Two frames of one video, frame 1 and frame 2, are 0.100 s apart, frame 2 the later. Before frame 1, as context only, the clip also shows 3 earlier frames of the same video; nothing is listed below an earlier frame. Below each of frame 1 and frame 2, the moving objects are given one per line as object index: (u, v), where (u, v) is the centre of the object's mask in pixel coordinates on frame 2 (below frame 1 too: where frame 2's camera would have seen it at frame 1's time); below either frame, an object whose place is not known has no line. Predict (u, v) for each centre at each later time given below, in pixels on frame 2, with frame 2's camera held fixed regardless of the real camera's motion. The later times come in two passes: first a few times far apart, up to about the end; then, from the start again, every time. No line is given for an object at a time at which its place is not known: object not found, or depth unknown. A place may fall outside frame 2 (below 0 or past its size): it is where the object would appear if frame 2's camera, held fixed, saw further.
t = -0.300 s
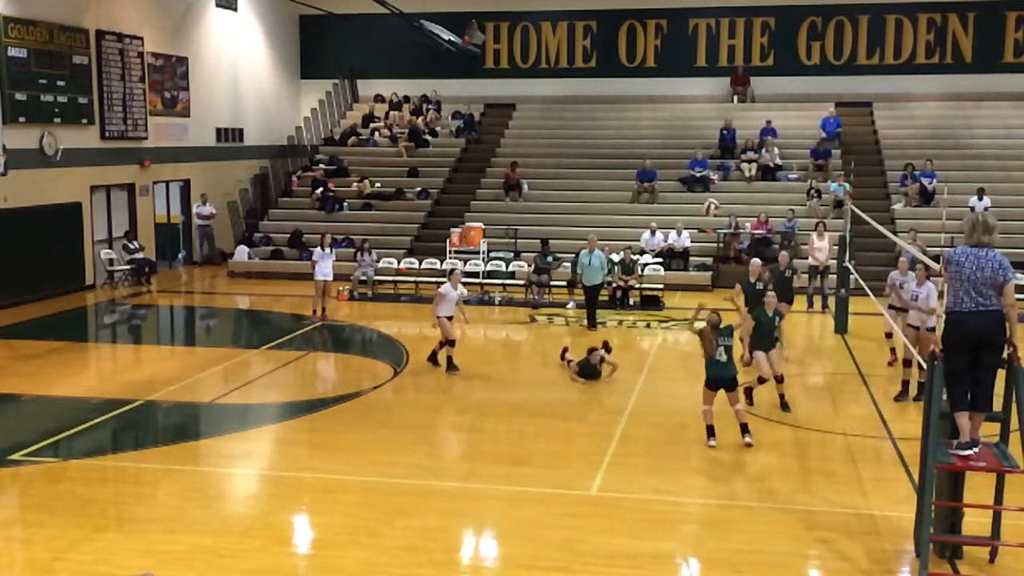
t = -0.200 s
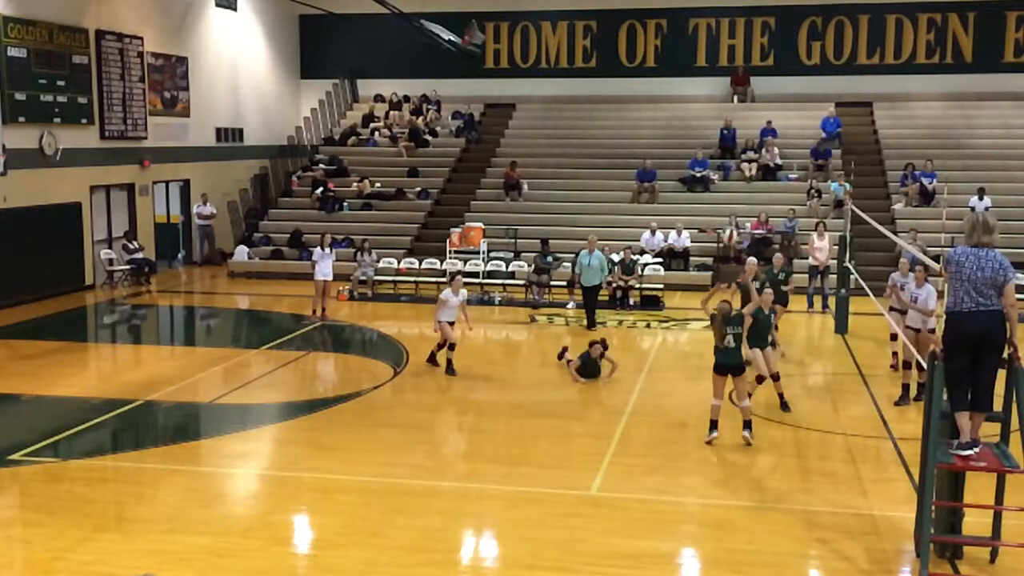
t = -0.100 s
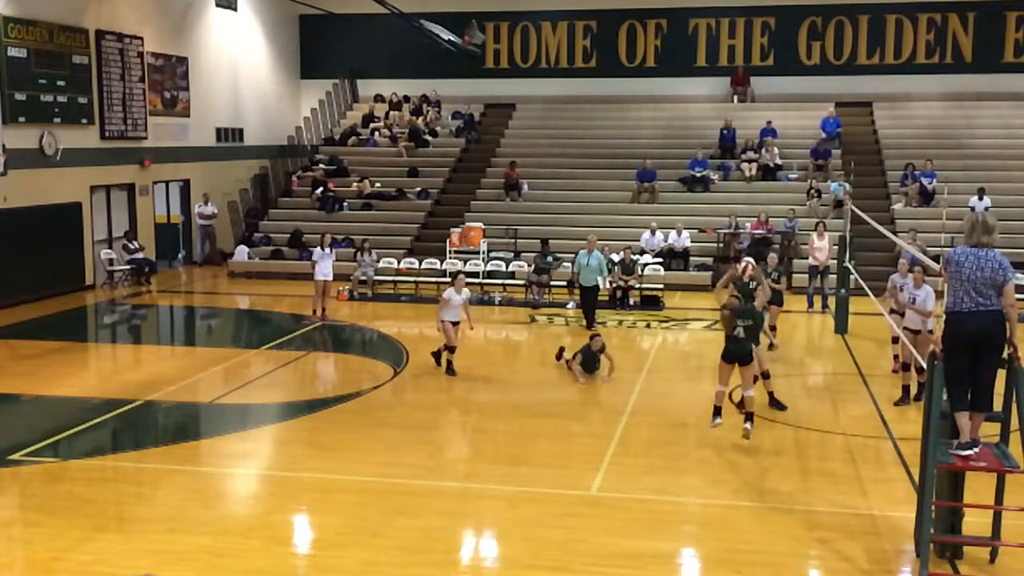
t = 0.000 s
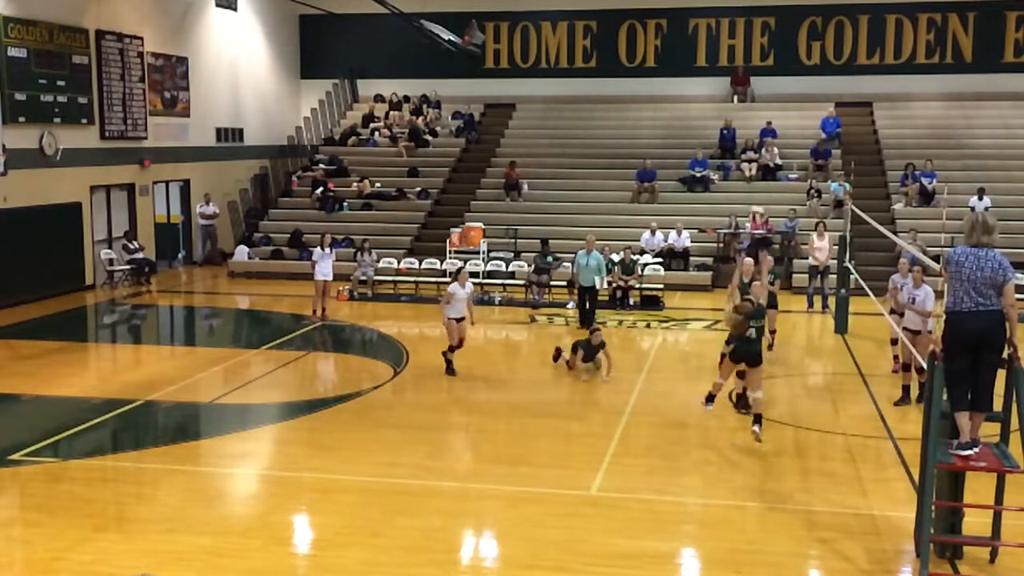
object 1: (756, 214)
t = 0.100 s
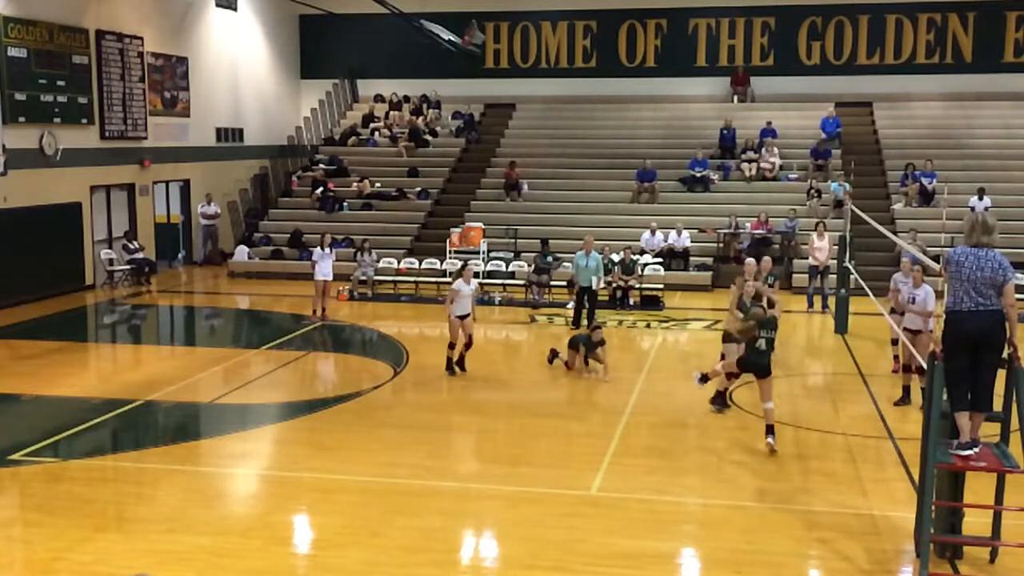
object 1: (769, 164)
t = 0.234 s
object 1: (784, 117)
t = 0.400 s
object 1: (801, 79)
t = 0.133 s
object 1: (773, 151)
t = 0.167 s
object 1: (777, 139)
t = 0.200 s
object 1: (782, 127)
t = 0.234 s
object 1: (784, 117)
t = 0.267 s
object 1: (788, 107)
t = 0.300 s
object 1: (791, 99)
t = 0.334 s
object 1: (794, 92)
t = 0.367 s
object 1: (798, 84)
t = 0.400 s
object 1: (801, 79)
